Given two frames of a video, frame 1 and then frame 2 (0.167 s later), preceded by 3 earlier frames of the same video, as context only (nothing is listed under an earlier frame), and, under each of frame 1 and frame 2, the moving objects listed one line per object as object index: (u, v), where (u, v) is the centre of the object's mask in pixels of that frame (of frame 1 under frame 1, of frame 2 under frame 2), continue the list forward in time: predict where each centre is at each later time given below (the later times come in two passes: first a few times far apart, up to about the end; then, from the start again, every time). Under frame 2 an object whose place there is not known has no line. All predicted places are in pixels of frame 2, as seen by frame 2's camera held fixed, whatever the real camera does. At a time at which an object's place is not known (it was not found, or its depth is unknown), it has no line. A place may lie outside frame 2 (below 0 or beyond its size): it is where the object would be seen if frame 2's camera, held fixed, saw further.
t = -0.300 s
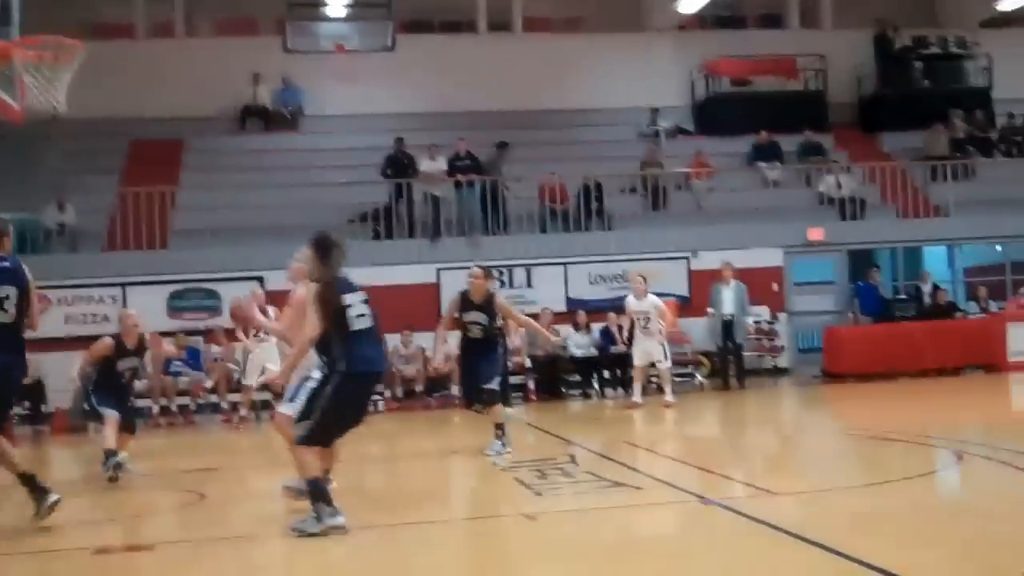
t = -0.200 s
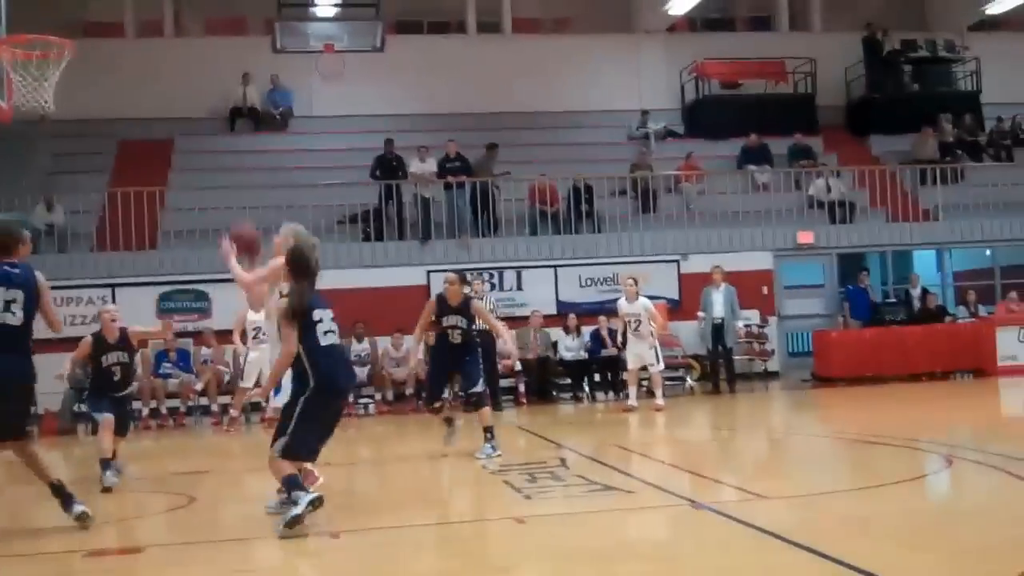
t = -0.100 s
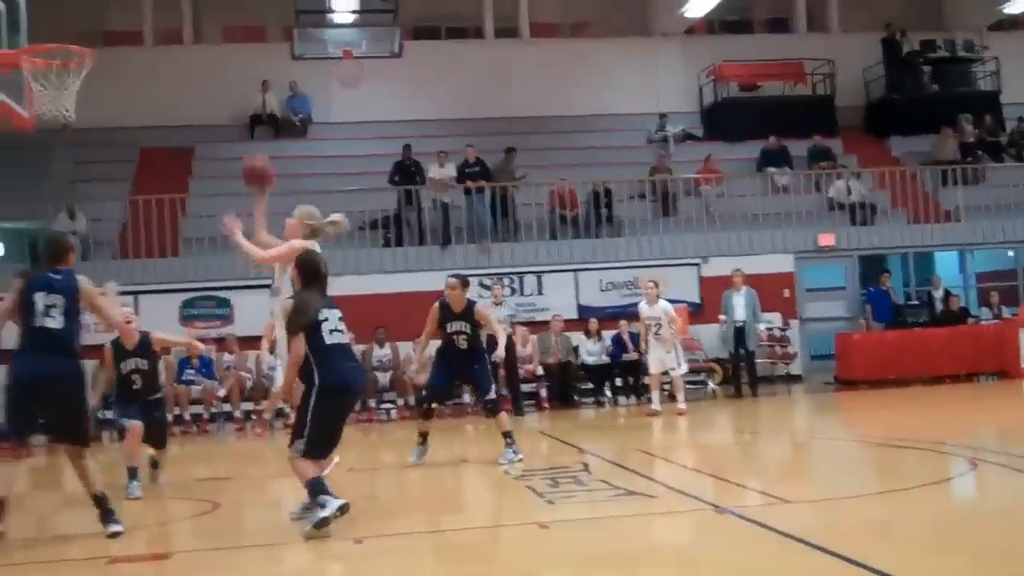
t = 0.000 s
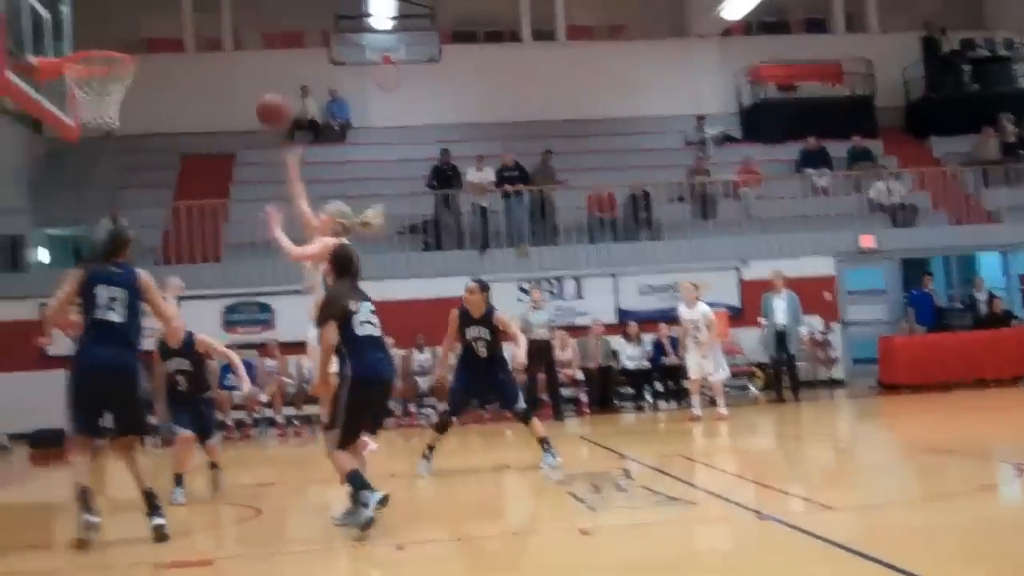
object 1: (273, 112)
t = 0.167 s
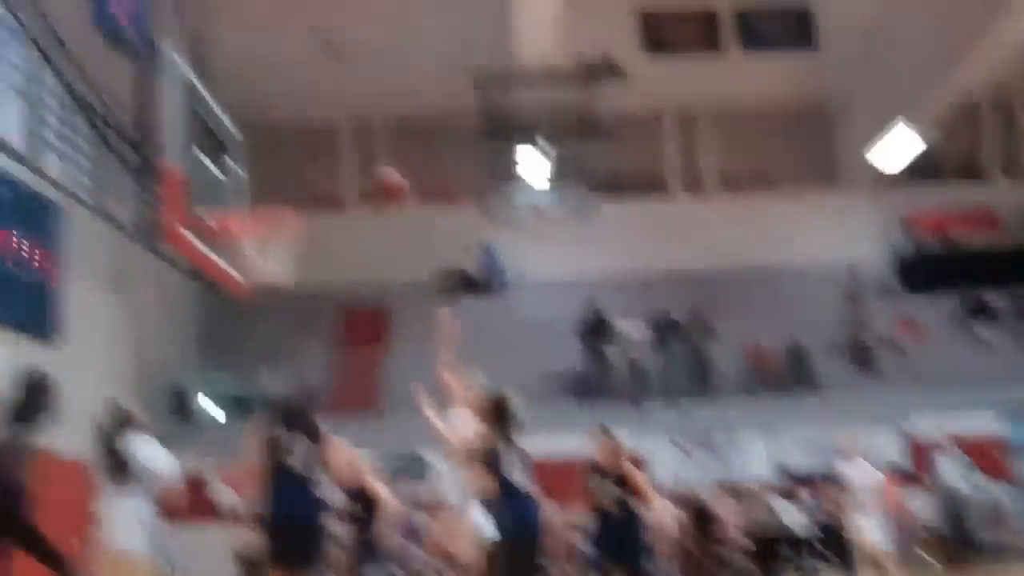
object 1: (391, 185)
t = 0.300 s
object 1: (363, 153)
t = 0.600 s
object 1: (303, 166)
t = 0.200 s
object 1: (384, 175)
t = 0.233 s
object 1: (378, 166)
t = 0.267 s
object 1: (369, 158)
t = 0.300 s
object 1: (363, 153)
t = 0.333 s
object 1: (359, 149)
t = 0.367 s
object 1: (353, 147)
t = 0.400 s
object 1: (345, 145)
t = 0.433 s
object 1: (338, 146)
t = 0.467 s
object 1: (332, 148)
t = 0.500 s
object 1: (324, 151)
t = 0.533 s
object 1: (318, 153)
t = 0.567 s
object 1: (310, 158)
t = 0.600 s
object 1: (303, 166)
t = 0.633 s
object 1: (297, 175)
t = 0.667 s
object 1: (290, 186)
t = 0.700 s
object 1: (283, 195)
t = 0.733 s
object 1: (277, 203)
